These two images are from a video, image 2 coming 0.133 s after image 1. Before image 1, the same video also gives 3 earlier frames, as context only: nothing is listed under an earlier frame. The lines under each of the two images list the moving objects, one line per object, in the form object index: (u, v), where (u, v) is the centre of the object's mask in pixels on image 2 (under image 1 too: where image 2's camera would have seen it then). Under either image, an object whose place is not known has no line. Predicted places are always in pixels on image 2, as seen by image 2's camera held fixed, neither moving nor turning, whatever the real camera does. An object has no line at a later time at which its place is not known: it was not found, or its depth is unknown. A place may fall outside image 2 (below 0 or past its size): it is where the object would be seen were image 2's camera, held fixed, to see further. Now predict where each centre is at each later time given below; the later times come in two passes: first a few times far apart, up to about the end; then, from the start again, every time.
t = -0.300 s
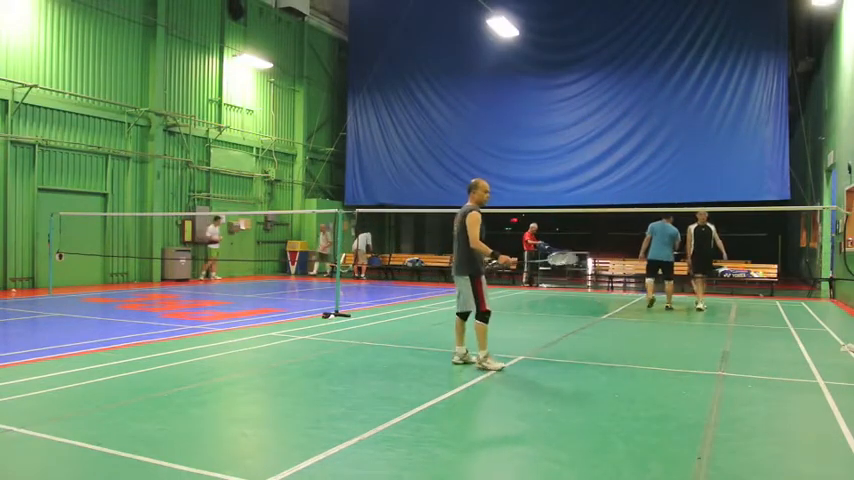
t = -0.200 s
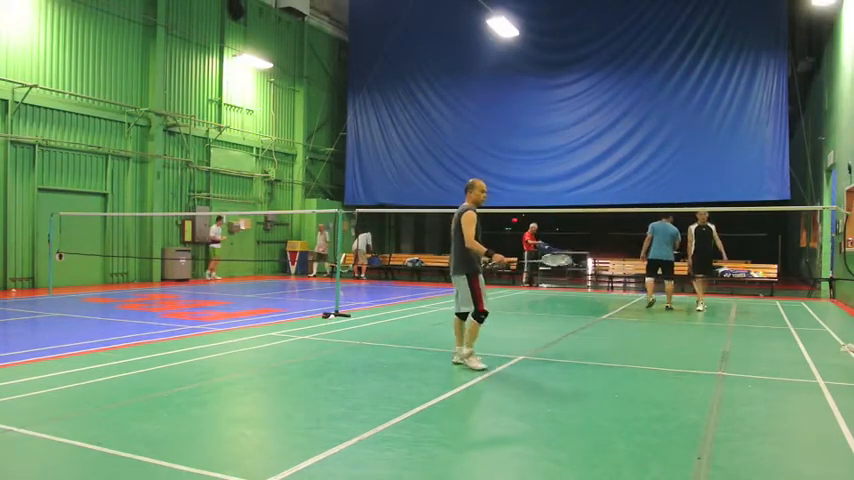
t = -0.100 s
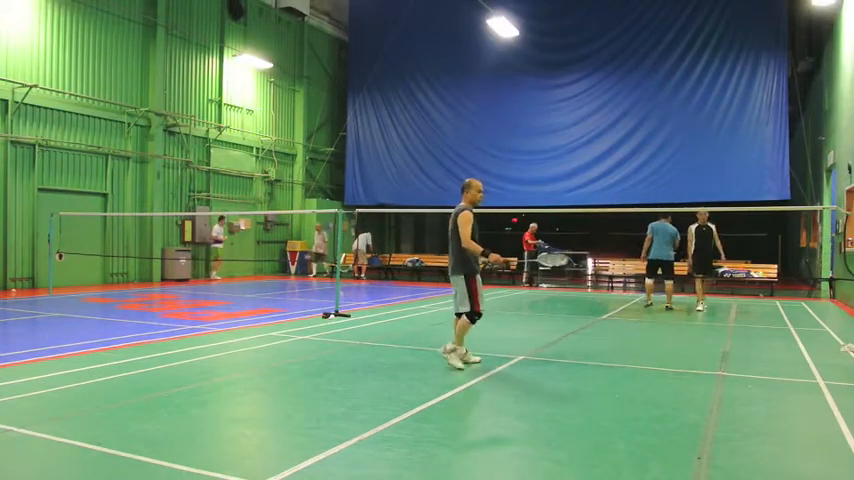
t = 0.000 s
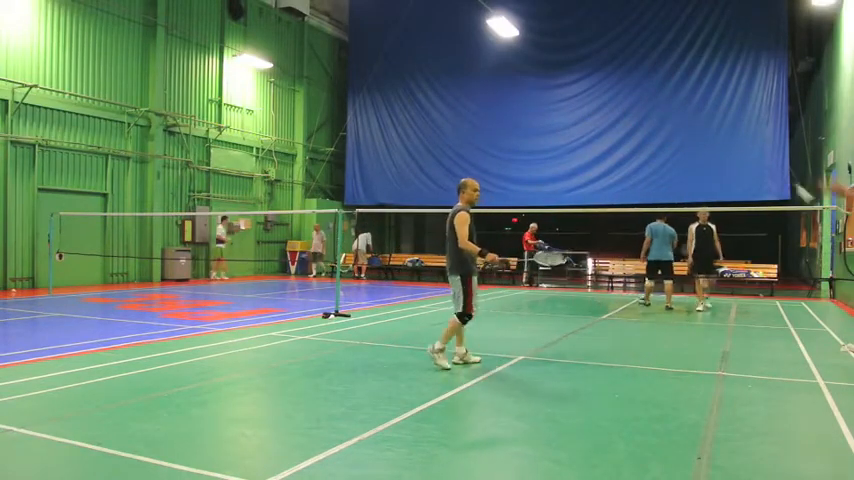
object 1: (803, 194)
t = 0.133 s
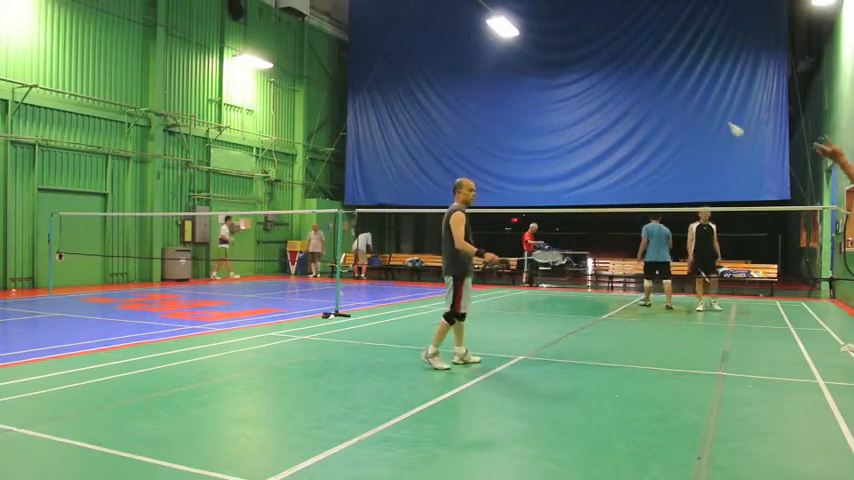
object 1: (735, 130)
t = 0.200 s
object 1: (708, 110)
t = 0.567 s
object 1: (582, 117)
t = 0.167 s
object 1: (721, 119)
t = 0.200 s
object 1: (708, 110)
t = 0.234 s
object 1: (694, 103)
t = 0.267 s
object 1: (681, 98)
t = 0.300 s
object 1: (669, 94)
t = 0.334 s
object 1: (658, 92)
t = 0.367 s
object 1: (645, 91)
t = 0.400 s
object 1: (634, 93)
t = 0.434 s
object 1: (623, 95)
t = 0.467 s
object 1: (612, 99)
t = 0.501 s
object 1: (602, 104)
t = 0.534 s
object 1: (591, 109)
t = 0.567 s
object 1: (582, 117)
